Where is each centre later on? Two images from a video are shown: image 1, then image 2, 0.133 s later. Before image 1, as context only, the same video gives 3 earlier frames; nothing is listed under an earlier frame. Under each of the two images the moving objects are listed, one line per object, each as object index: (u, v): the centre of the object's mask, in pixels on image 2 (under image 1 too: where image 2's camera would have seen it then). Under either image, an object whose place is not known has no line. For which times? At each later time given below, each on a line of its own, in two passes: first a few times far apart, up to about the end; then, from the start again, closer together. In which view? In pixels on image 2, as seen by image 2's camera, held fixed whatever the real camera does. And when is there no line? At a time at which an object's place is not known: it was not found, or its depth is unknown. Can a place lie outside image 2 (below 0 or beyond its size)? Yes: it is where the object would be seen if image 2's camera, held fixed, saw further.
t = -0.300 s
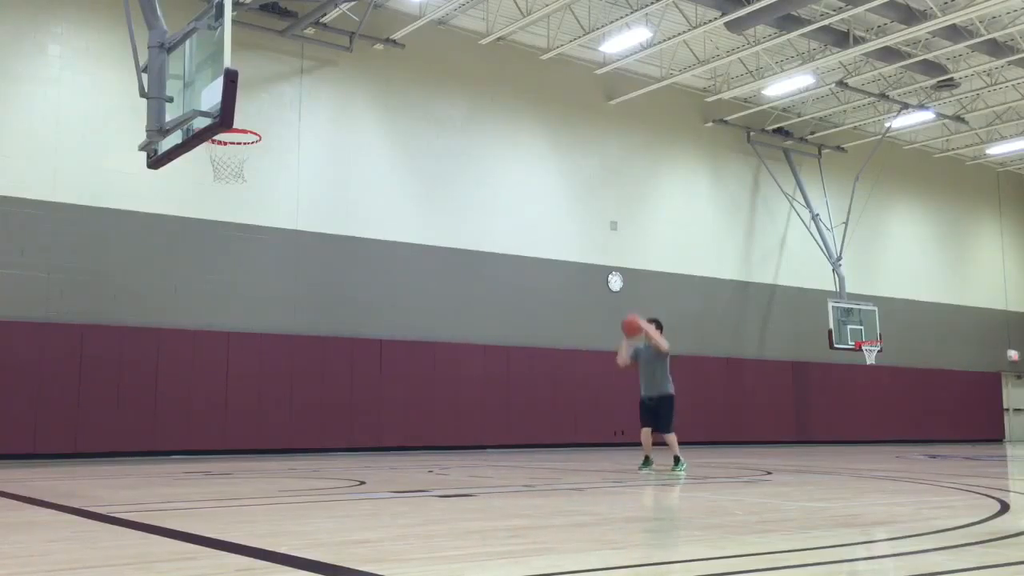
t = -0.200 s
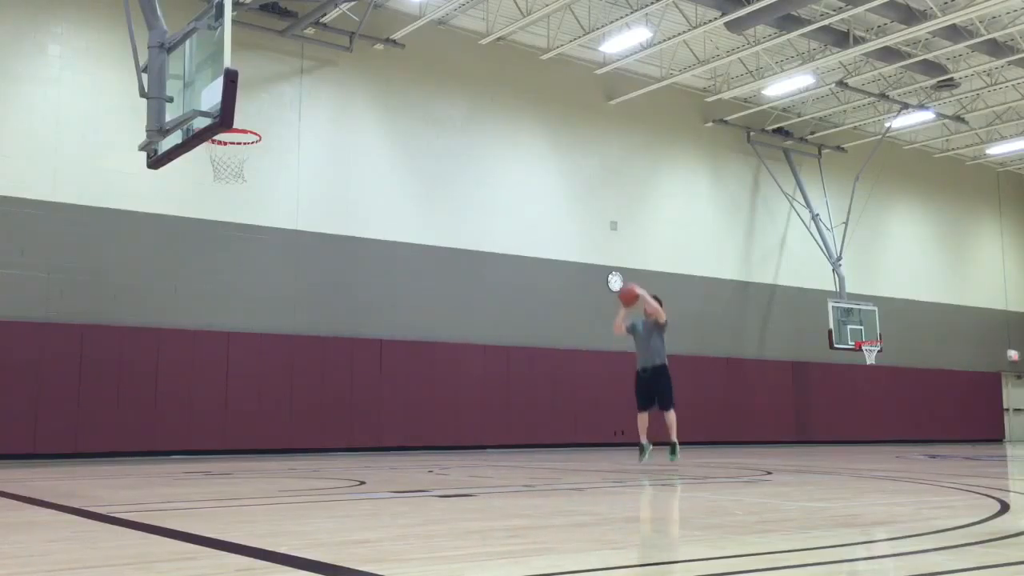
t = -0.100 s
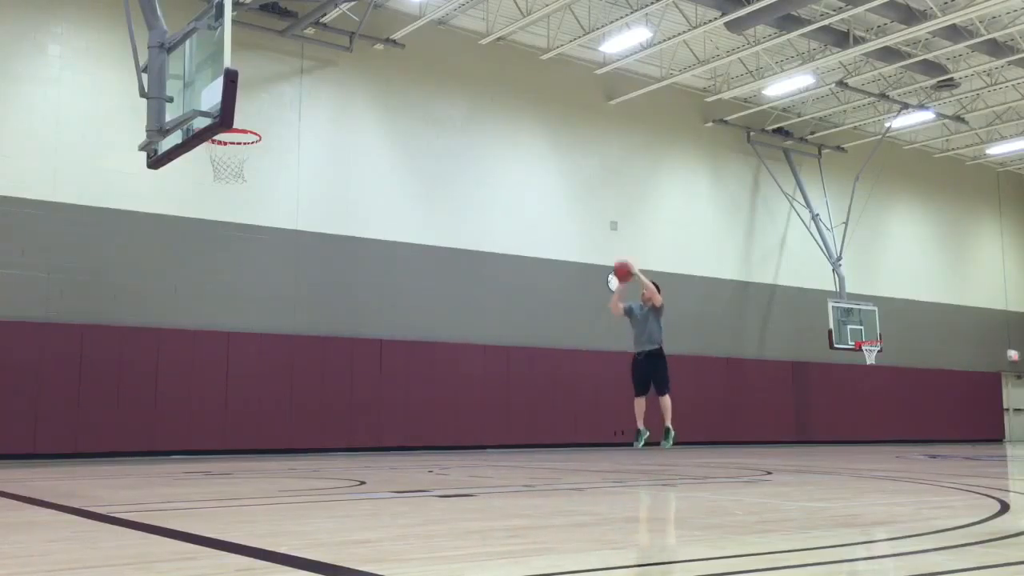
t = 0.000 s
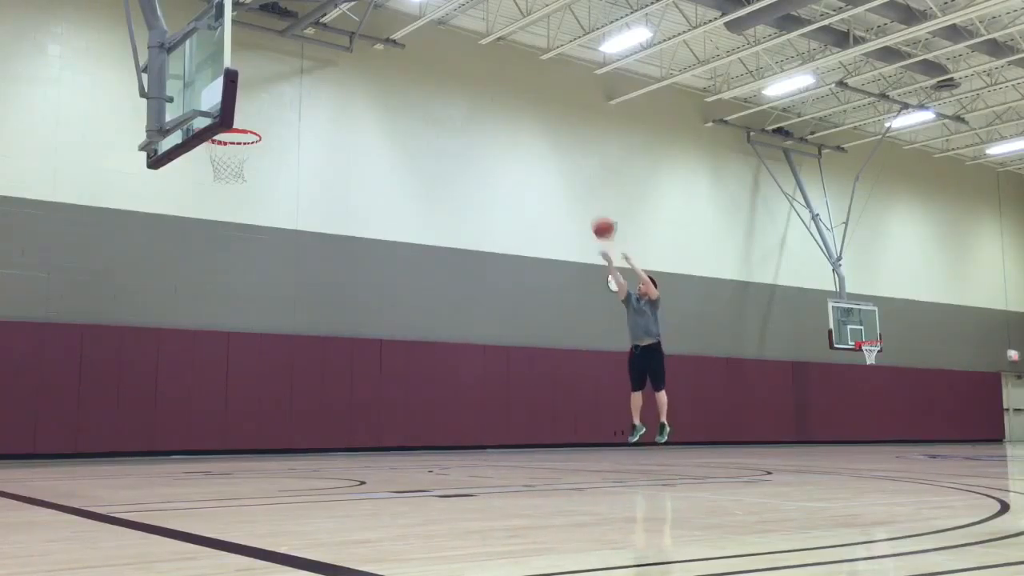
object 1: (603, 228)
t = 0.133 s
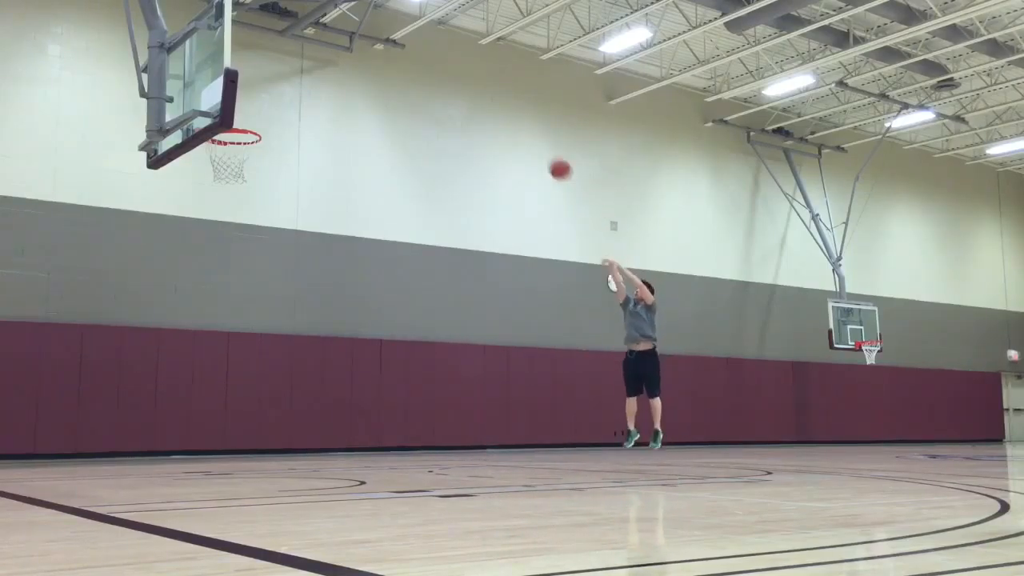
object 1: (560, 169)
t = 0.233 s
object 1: (526, 133)
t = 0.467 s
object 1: (446, 78)
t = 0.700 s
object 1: (358, 70)
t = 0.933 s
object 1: (259, 115)
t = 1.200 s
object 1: (247, 119)
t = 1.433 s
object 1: (283, 122)
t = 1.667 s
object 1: (318, 182)
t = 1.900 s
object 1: (350, 300)
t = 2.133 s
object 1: (381, 466)
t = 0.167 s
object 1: (549, 156)
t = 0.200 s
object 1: (538, 144)
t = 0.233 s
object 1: (526, 133)
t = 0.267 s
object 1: (515, 122)
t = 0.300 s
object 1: (504, 113)
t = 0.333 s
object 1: (493, 104)
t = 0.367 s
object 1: (481, 96)
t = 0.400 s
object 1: (470, 89)
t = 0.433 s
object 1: (458, 83)
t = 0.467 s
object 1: (446, 78)
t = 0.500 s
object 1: (434, 74)
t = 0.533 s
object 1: (422, 71)
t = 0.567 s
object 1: (409, 69)
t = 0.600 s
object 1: (397, 68)
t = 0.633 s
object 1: (384, 67)
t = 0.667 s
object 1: (371, 69)
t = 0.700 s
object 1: (358, 70)
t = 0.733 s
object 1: (344, 73)
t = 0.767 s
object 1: (331, 77)
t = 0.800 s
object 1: (318, 82)
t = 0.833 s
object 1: (303, 88)
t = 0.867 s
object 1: (288, 96)
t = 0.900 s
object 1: (274, 104)
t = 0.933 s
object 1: (259, 115)
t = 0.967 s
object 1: (245, 125)
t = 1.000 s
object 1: (233, 135)
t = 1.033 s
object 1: (225, 138)
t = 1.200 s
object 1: (247, 119)
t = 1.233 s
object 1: (252, 116)
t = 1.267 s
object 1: (257, 114)
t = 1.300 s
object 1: (263, 113)
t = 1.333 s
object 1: (268, 114)
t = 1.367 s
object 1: (273, 115)
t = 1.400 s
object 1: (278, 118)
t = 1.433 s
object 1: (283, 122)
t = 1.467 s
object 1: (288, 127)
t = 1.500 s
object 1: (293, 133)
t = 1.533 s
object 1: (299, 141)
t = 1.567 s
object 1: (304, 149)
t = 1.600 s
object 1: (309, 159)
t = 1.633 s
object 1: (314, 170)
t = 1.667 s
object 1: (318, 182)
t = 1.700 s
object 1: (323, 195)
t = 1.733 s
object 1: (328, 210)
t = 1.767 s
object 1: (333, 225)
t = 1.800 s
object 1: (337, 243)
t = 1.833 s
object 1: (342, 261)
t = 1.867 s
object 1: (346, 281)
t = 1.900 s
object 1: (350, 300)
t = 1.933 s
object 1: (355, 322)
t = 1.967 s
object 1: (361, 347)
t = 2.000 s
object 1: (364, 368)
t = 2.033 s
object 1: (368, 395)
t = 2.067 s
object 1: (373, 421)
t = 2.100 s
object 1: (376, 449)
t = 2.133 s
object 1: (381, 466)
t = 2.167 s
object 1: (385, 444)
